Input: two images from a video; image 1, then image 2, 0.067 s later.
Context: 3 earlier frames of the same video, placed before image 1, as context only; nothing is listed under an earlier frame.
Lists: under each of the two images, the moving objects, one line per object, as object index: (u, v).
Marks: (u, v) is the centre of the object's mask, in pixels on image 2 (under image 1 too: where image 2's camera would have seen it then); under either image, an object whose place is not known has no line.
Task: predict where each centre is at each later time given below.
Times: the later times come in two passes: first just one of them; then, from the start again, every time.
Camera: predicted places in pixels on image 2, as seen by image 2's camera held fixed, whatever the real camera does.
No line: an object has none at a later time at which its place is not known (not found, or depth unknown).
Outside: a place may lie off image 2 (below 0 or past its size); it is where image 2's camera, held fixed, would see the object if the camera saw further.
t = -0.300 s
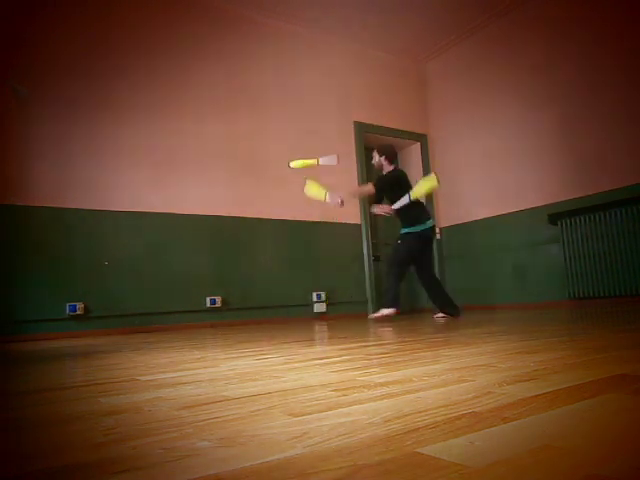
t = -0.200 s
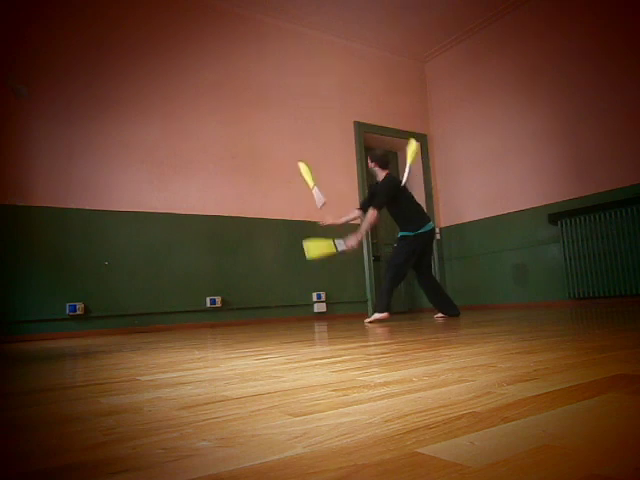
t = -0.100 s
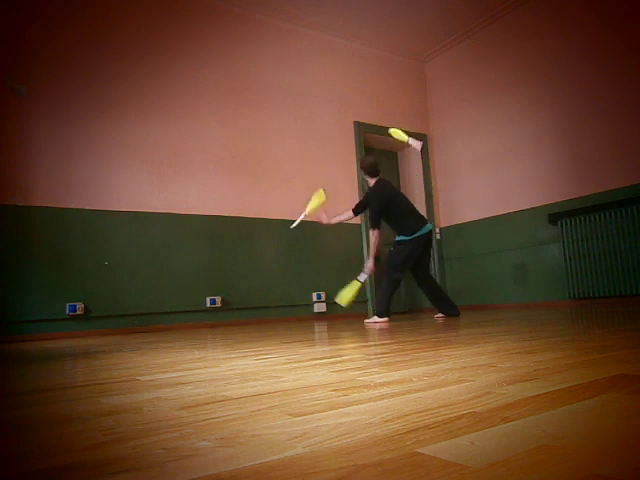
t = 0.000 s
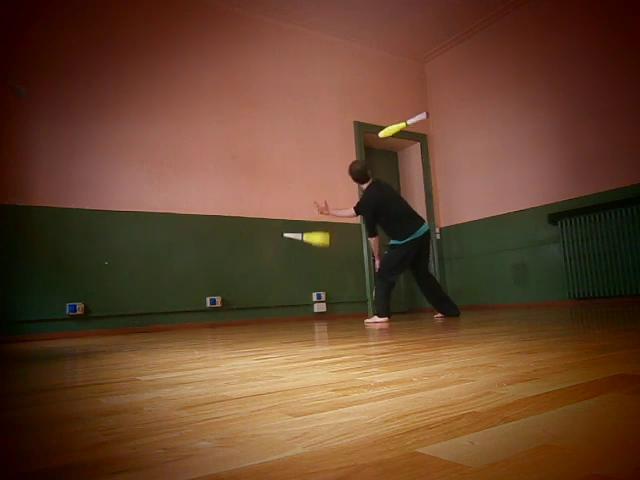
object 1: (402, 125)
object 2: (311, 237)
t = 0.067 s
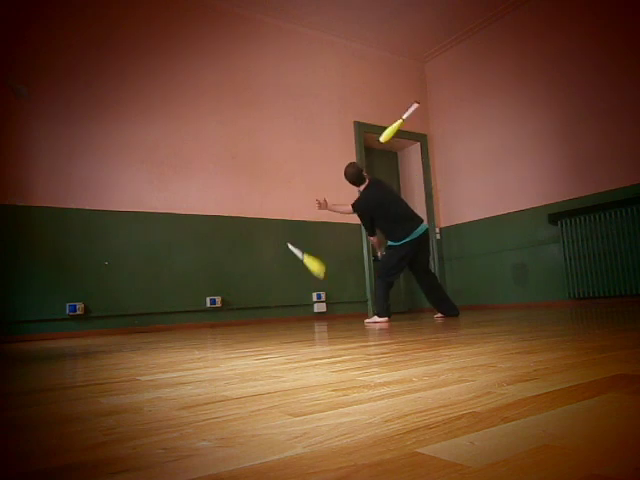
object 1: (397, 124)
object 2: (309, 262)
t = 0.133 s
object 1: (394, 127)
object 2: (308, 289)
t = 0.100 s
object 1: (396, 125)
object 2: (308, 274)
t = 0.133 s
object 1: (394, 127)
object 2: (308, 289)
